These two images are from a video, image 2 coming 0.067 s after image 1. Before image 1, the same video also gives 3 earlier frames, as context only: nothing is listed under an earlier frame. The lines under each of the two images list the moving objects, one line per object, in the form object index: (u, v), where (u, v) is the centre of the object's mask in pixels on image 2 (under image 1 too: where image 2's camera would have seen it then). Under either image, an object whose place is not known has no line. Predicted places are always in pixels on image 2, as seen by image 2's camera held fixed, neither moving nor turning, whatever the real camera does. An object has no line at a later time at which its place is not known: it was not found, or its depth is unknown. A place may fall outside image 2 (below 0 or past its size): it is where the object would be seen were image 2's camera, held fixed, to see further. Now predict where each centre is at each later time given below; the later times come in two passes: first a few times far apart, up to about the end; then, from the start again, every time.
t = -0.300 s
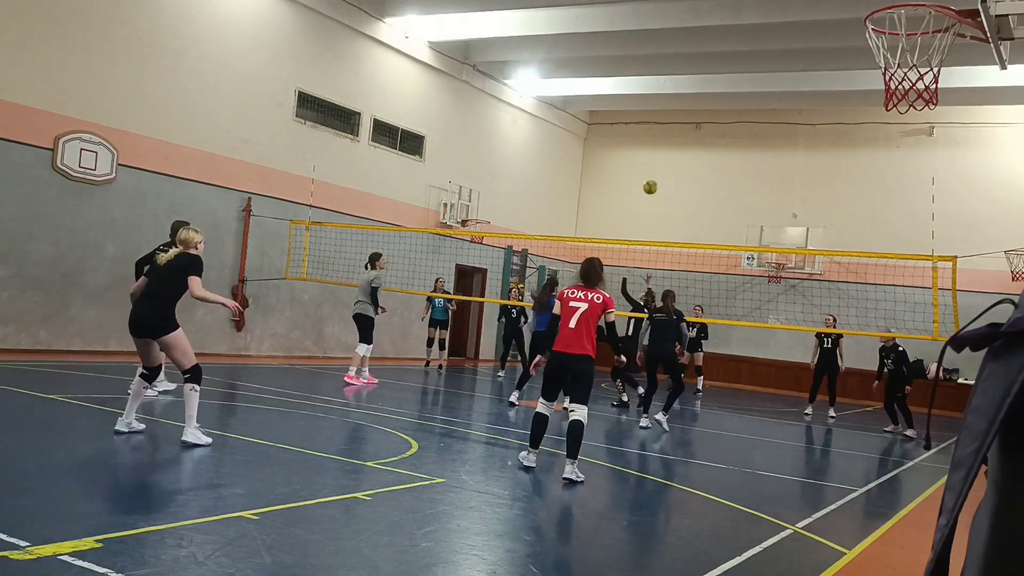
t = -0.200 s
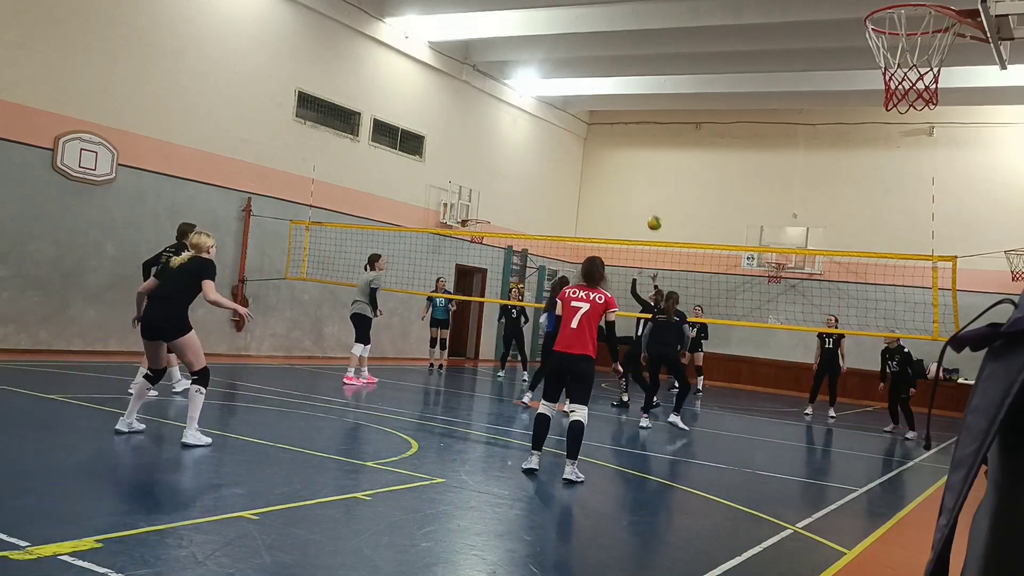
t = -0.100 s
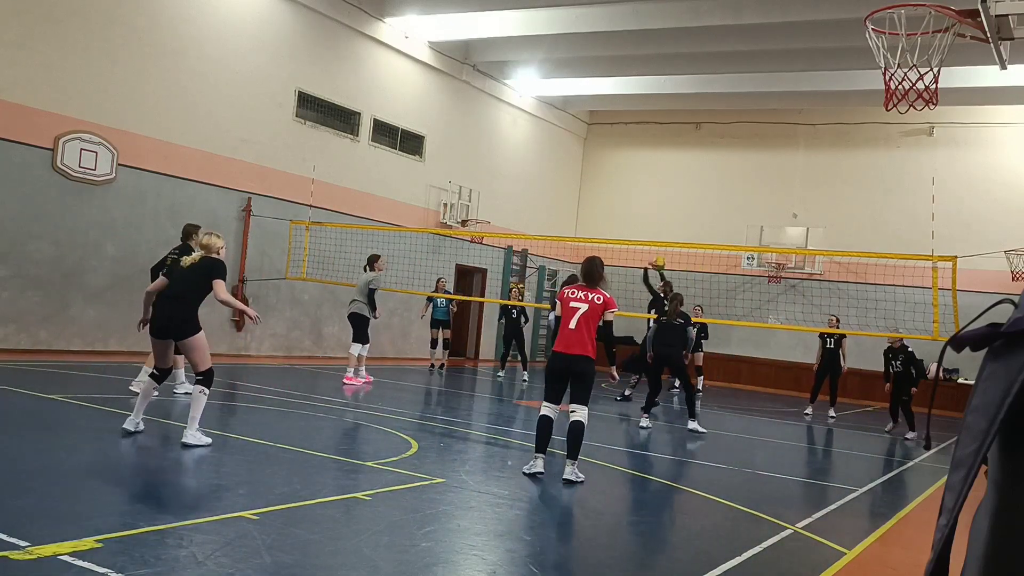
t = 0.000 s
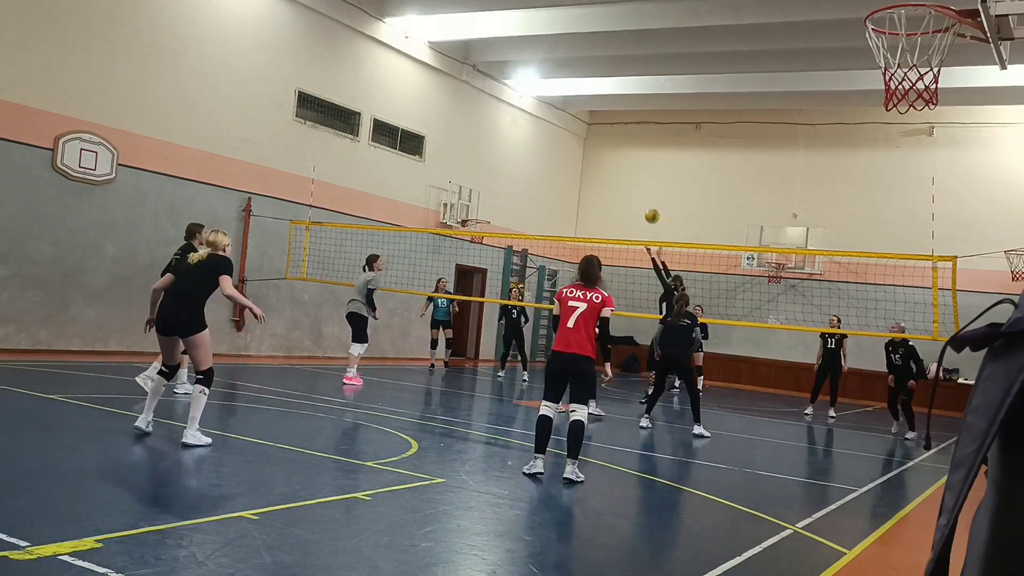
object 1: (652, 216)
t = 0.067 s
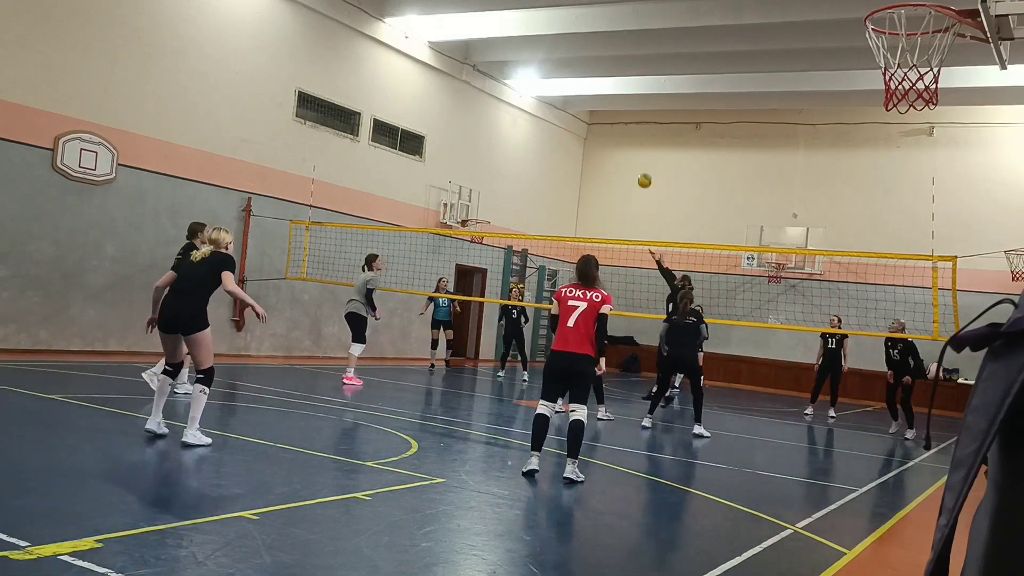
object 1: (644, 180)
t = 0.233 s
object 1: (625, 112)
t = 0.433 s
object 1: (599, 57)
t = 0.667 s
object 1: (568, 27)
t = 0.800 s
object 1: (549, 27)
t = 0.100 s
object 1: (641, 166)
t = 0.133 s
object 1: (637, 150)
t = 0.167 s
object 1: (633, 136)
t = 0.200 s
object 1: (629, 124)
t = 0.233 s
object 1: (625, 112)
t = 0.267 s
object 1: (621, 99)
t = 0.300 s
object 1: (617, 89)
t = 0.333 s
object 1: (613, 80)
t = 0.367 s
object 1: (608, 71)
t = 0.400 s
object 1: (604, 63)
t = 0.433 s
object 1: (599, 57)
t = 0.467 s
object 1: (595, 50)
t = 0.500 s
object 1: (591, 44)
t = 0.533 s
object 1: (586, 40)
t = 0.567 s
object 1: (582, 35)
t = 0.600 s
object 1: (577, 31)
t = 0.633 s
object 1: (573, 29)
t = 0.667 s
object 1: (568, 27)
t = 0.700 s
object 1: (563, 26)
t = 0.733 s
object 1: (558, 26)
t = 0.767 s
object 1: (554, 26)
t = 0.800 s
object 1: (549, 27)
